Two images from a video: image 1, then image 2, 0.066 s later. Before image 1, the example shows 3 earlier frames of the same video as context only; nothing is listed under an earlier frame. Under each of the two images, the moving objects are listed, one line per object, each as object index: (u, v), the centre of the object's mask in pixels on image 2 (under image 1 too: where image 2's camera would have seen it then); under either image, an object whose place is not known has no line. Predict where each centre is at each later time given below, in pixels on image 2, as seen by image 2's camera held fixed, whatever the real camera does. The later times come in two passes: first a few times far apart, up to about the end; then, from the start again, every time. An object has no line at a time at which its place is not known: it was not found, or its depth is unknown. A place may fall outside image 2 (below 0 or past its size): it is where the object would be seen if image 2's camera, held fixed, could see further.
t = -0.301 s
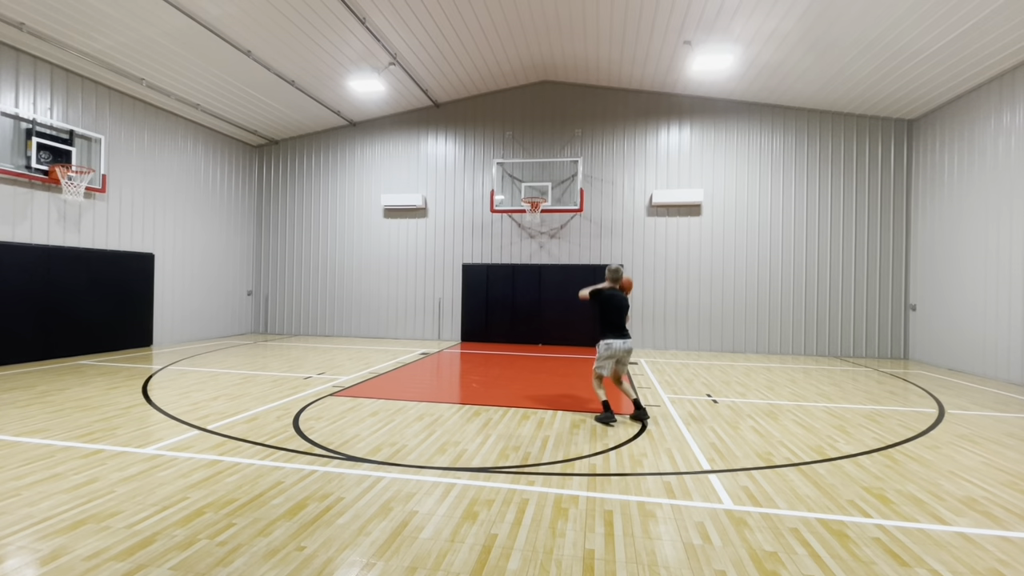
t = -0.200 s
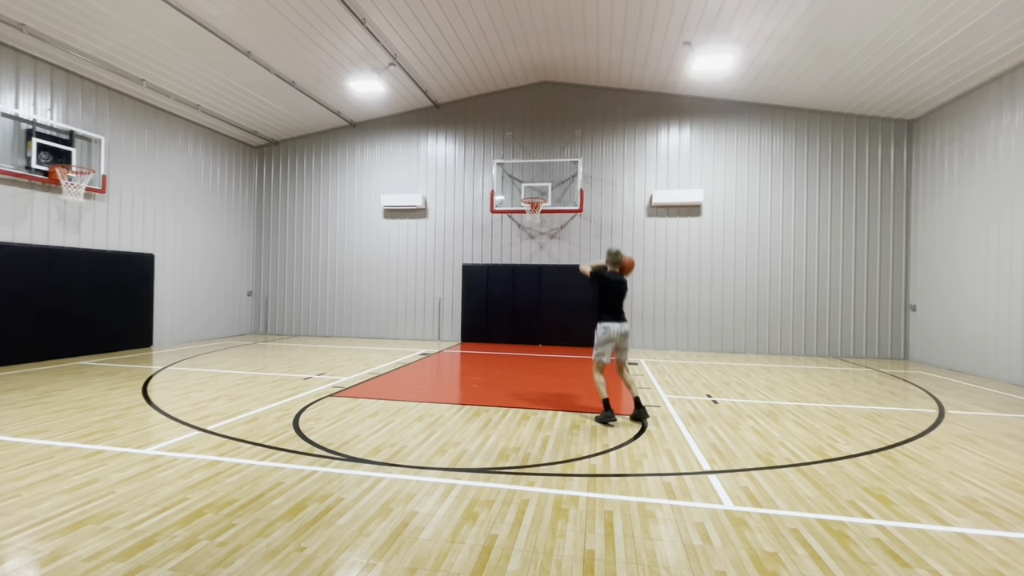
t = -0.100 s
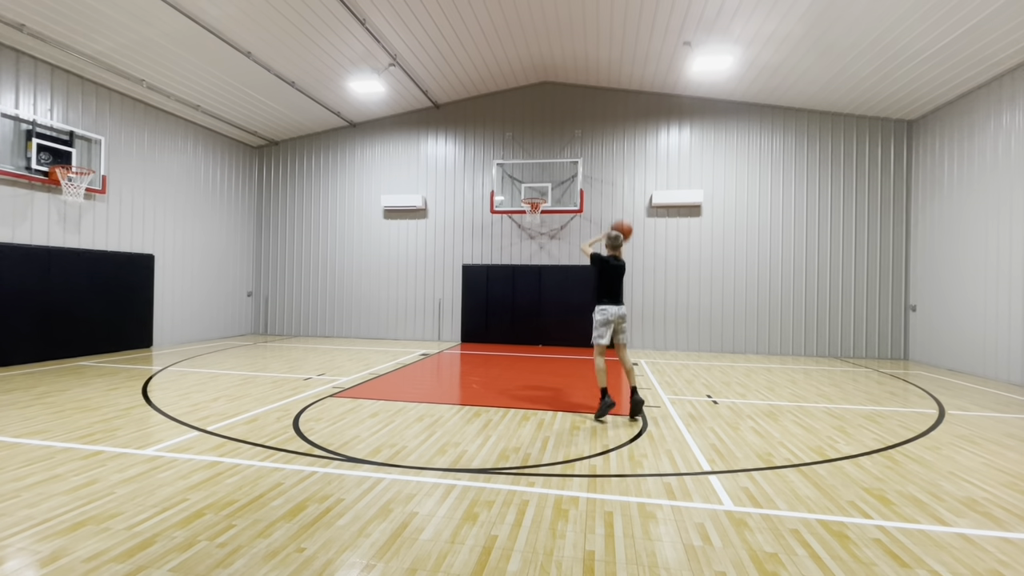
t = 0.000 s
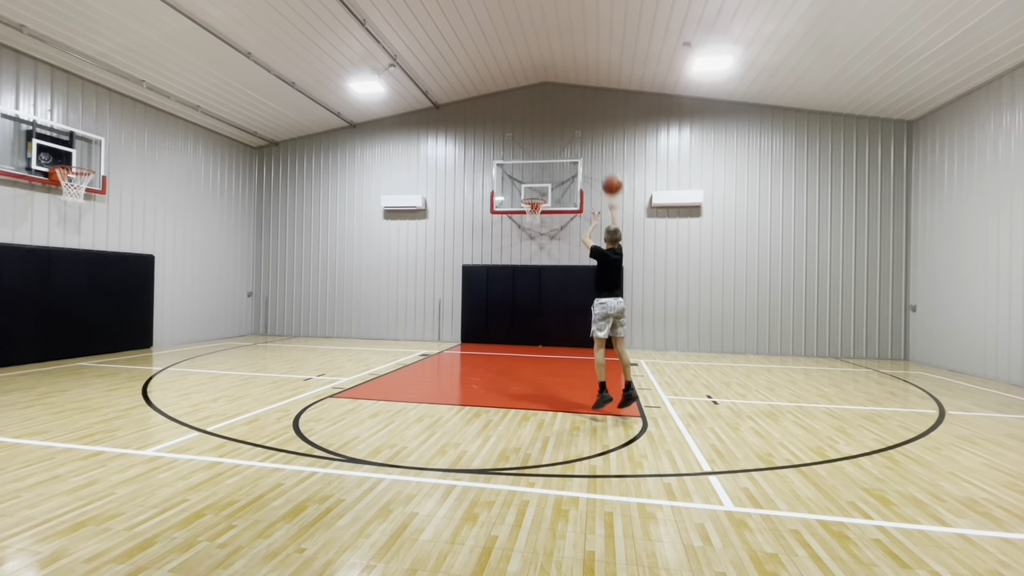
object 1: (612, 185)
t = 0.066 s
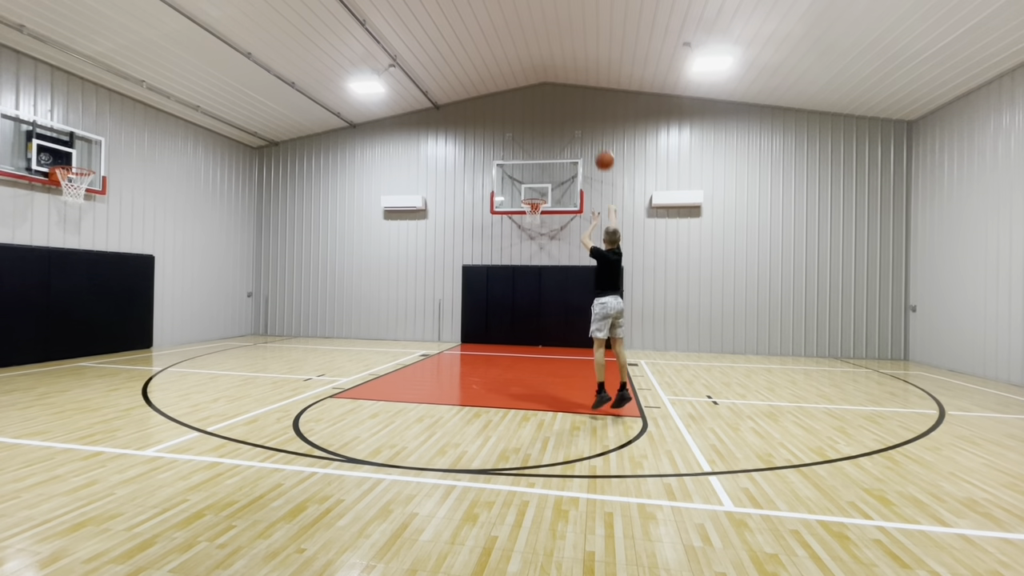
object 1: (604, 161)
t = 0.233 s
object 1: (589, 122)
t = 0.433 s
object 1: (574, 108)
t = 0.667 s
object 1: (559, 124)
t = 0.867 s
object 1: (549, 157)
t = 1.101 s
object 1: (533, 193)
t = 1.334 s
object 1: (495, 182)
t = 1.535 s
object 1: (462, 194)
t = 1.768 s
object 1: (425, 232)
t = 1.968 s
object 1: (393, 285)
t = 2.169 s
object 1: (364, 341)
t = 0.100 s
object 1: (601, 150)
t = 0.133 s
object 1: (598, 141)
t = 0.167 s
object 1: (595, 133)
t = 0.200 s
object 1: (592, 127)
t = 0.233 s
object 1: (589, 122)
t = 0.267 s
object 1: (586, 117)
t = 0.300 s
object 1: (584, 114)
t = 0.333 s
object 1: (581, 111)
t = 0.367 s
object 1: (578, 109)
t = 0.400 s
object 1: (576, 108)
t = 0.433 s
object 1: (574, 108)
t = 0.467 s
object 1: (572, 108)
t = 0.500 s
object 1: (569, 109)
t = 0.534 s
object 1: (567, 111)
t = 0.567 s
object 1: (565, 113)
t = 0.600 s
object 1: (563, 116)
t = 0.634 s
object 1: (561, 120)
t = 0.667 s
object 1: (559, 124)
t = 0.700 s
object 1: (558, 128)
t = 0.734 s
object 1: (556, 133)
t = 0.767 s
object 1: (554, 138)
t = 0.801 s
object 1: (552, 144)
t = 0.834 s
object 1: (551, 150)
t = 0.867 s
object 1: (549, 157)
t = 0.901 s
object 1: (547, 164)
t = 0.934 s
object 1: (546, 171)
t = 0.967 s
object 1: (545, 178)
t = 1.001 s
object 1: (543, 187)
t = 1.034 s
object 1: (542, 194)
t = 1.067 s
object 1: (539, 196)
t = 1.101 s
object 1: (533, 193)
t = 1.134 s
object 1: (528, 190)
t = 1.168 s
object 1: (522, 187)
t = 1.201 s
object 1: (517, 185)
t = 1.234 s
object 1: (511, 183)
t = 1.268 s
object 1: (506, 182)
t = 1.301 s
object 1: (500, 182)
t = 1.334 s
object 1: (495, 182)
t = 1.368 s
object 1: (489, 183)
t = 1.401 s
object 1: (484, 184)
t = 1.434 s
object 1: (478, 186)
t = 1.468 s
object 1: (473, 188)
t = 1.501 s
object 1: (468, 191)
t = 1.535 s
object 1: (462, 194)
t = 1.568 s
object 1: (457, 198)
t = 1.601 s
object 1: (452, 203)
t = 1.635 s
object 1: (446, 208)
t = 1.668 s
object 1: (441, 213)
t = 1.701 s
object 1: (436, 219)
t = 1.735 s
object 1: (430, 225)
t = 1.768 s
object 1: (425, 232)
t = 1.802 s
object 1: (419, 240)
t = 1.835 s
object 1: (414, 248)
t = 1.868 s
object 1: (409, 257)
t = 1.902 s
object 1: (404, 266)
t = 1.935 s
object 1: (399, 275)
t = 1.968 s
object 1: (393, 285)
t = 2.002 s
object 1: (388, 295)
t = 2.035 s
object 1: (383, 306)
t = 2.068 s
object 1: (378, 318)
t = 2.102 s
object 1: (373, 330)
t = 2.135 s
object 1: (368, 342)
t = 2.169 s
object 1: (364, 341)
